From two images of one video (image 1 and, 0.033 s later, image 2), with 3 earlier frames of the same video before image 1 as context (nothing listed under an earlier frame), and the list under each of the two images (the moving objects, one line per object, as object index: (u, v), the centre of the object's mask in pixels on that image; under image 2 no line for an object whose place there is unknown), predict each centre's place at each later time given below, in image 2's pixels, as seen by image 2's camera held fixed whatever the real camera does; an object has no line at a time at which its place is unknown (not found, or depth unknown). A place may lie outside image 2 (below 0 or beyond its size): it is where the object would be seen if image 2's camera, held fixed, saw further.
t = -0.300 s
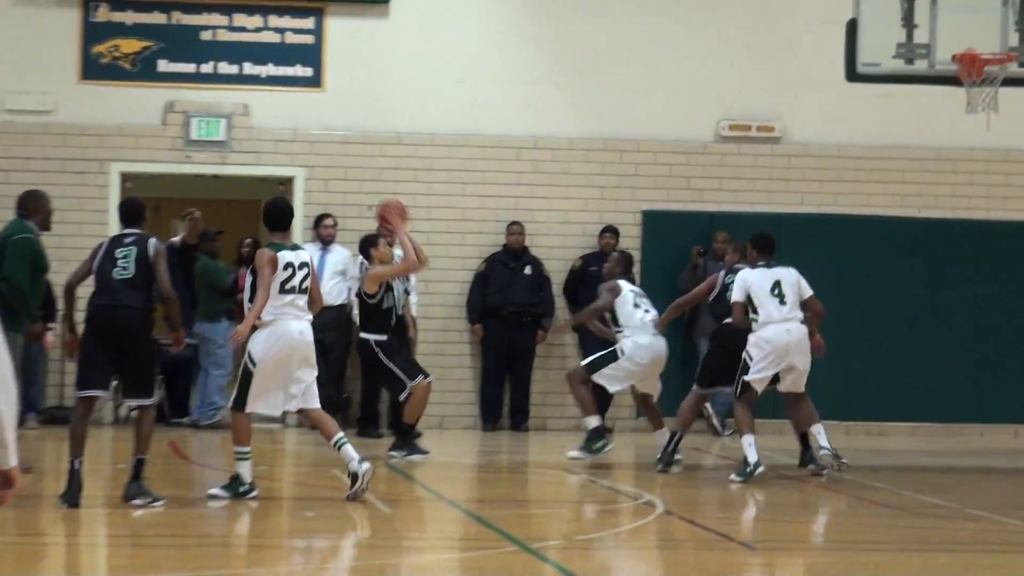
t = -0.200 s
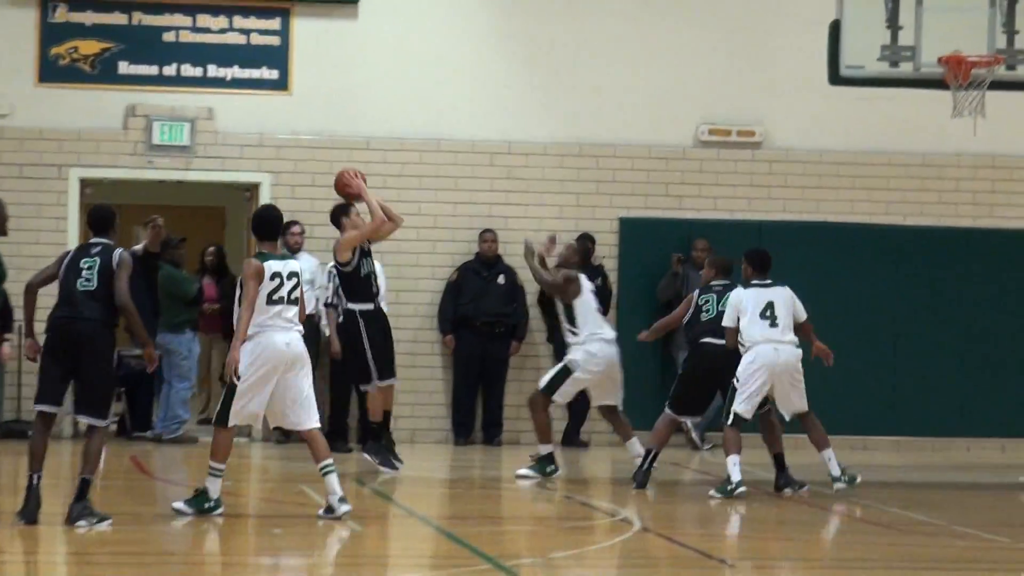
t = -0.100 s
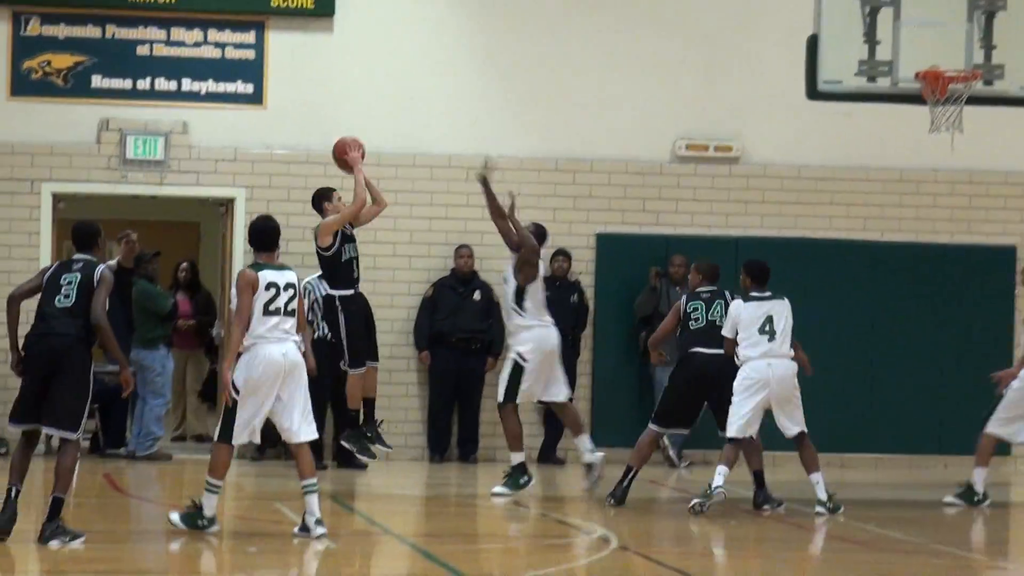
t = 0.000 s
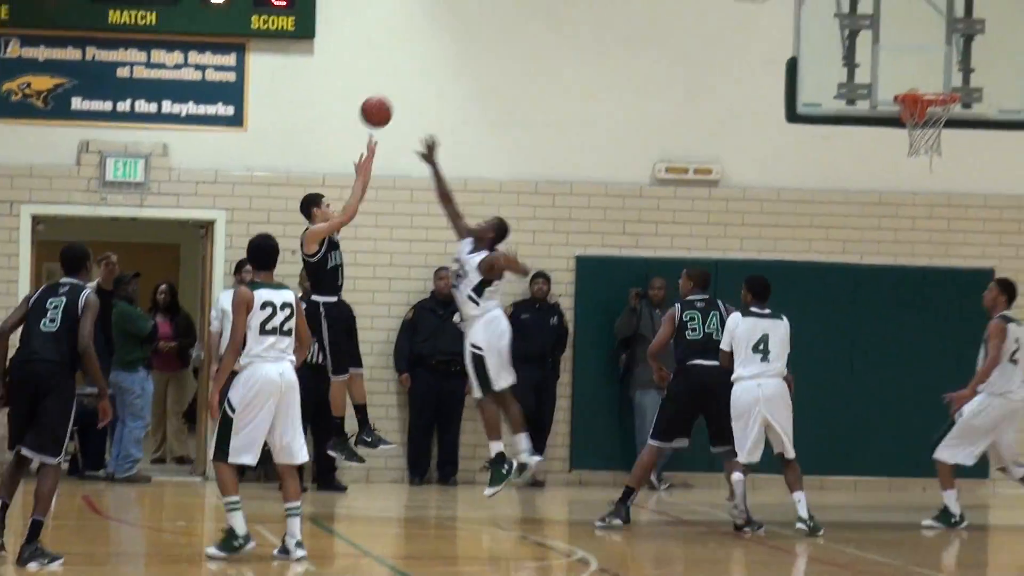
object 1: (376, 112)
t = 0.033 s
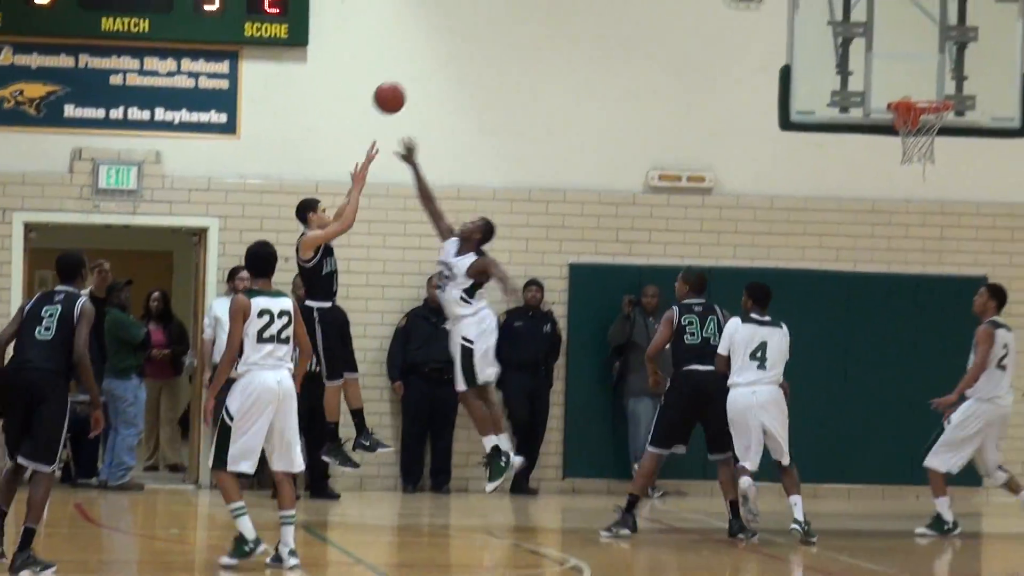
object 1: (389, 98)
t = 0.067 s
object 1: (409, 78)
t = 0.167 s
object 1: (472, 23)
